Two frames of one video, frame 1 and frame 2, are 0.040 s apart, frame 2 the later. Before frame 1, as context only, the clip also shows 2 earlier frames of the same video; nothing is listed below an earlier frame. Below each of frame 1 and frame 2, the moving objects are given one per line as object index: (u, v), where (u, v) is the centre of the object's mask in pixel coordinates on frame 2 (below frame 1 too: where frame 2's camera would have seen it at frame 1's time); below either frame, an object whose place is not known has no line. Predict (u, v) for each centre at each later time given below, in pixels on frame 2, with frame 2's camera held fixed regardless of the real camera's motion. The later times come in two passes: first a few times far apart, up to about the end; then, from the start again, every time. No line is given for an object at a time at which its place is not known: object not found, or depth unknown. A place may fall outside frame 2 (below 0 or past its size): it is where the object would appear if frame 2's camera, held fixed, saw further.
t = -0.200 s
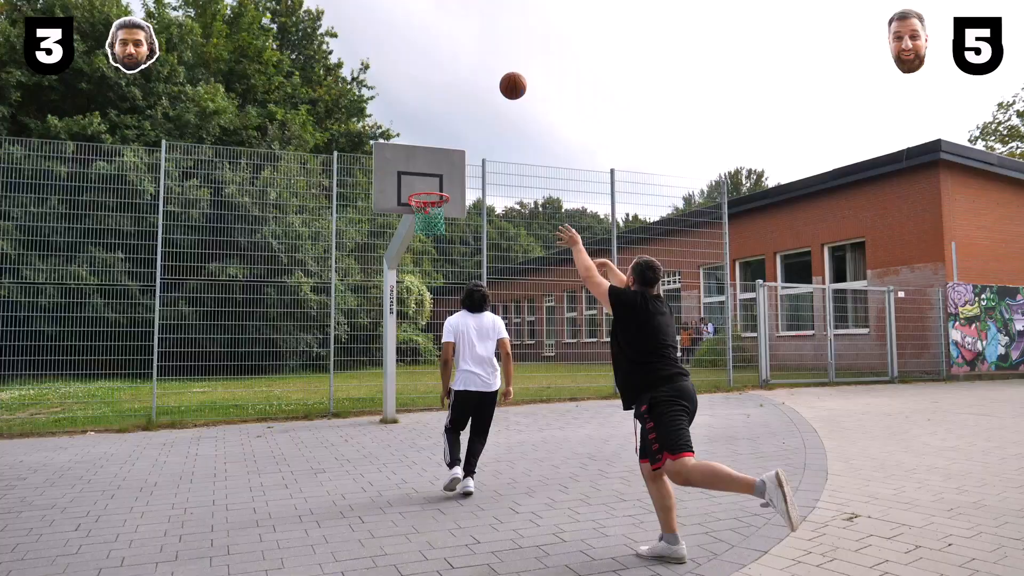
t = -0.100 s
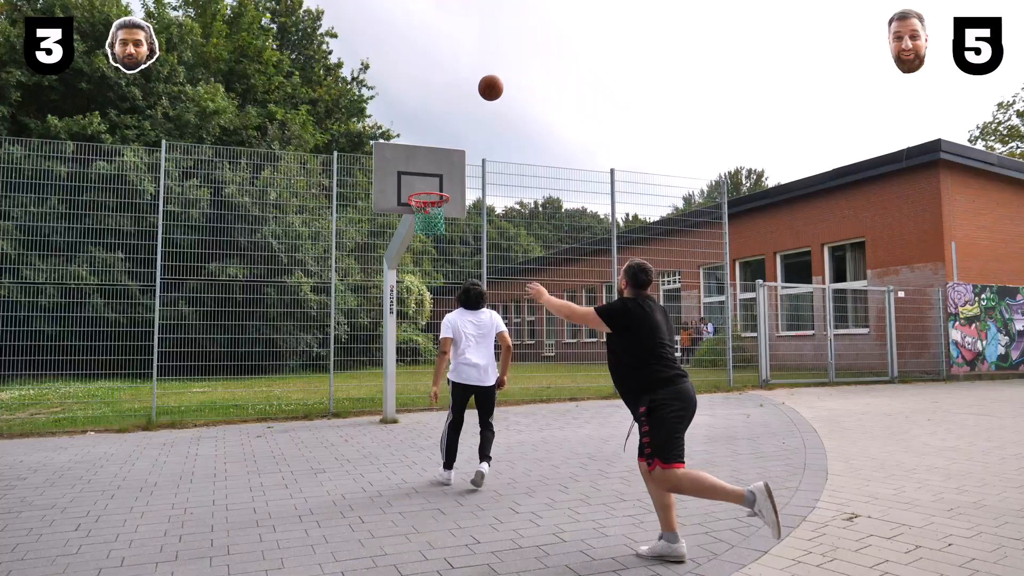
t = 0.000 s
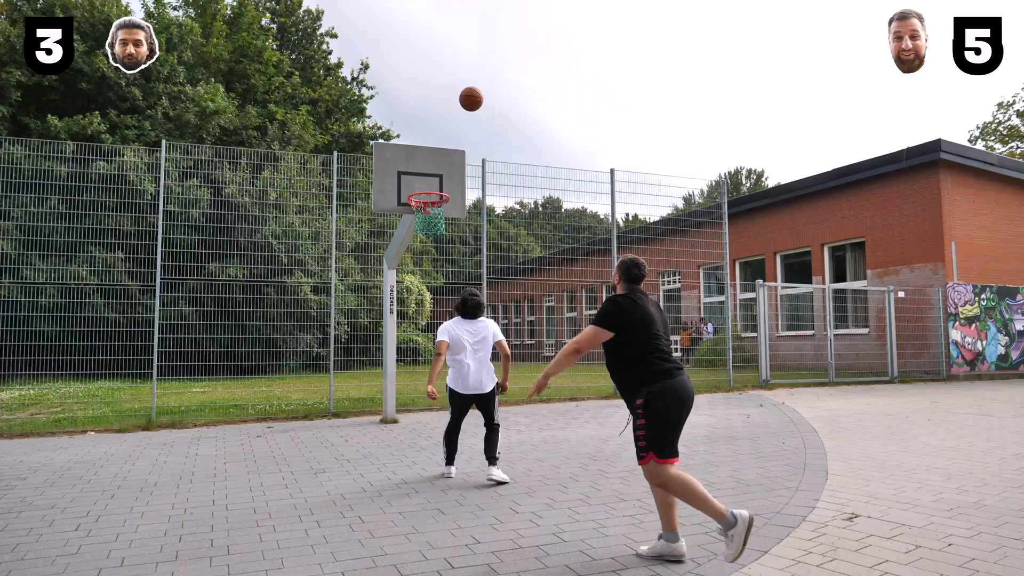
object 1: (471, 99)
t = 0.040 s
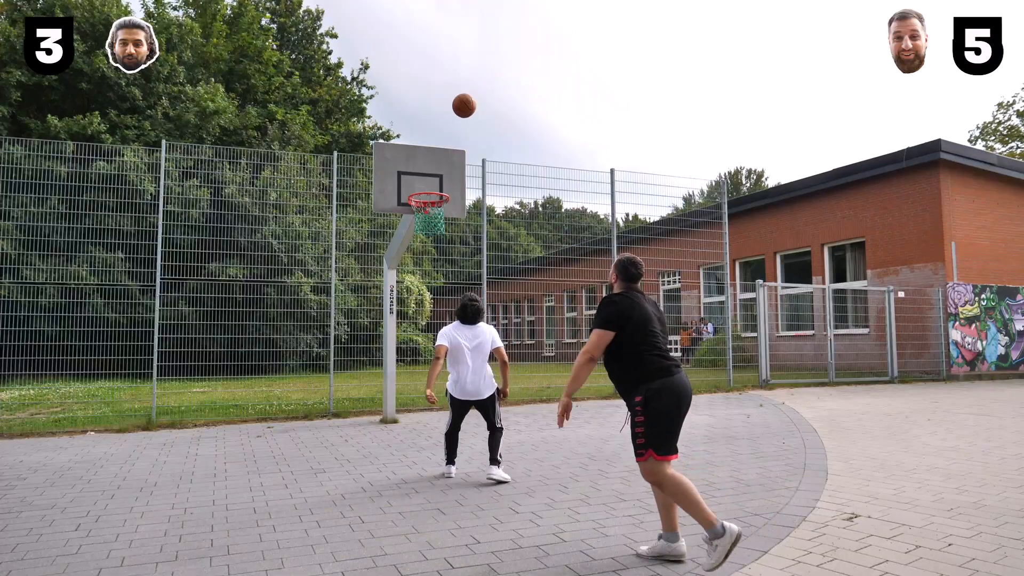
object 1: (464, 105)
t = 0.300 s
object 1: (424, 173)
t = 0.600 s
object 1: (384, 142)
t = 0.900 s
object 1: (342, 160)
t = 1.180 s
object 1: (297, 251)
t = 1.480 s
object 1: (245, 440)
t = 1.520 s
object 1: (240, 443)
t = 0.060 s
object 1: (460, 109)
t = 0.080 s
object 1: (457, 113)
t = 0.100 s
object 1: (454, 118)
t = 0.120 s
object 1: (451, 122)
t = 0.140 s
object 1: (447, 127)
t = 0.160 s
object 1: (444, 132)
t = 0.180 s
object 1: (441, 137)
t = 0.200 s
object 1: (438, 143)
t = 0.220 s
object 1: (435, 148)
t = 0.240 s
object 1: (432, 154)
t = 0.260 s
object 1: (430, 160)
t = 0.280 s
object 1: (427, 166)
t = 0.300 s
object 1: (424, 173)
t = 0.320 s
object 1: (422, 180)
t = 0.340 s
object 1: (419, 184)
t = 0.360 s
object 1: (416, 179)
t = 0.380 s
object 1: (414, 174)
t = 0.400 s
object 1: (411, 169)
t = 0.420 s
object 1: (409, 165)
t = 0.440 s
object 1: (406, 162)
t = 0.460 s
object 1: (403, 158)
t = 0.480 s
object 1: (401, 155)
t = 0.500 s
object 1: (398, 152)
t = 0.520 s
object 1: (395, 149)
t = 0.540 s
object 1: (392, 147)
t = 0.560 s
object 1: (390, 145)
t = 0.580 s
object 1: (387, 143)
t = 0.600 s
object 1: (384, 142)
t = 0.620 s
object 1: (382, 140)
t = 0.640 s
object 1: (379, 140)
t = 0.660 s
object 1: (376, 139)
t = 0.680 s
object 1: (373, 139)
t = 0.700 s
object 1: (370, 139)
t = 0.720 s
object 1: (368, 140)
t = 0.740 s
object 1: (365, 141)
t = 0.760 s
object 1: (362, 142)
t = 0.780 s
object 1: (359, 143)
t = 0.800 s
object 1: (356, 145)
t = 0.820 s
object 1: (353, 148)
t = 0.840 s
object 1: (350, 150)
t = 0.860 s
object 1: (347, 153)
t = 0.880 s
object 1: (344, 157)
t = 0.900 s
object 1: (342, 160)
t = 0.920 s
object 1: (338, 164)
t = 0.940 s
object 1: (336, 169)
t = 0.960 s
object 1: (333, 174)
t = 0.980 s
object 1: (329, 179)
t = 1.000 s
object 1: (326, 184)
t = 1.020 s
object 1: (323, 190)
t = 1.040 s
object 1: (320, 197)
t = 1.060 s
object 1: (317, 203)
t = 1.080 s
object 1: (314, 211)
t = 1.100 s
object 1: (310, 218)
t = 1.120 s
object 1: (308, 226)
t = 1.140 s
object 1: (304, 234)
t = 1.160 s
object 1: (301, 242)
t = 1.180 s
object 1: (297, 251)
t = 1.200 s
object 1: (294, 261)
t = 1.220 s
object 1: (291, 271)
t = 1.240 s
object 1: (287, 281)
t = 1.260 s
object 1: (284, 292)
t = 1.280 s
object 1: (281, 303)
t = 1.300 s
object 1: (277, 315)
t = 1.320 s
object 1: (274, 327)
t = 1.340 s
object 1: (270, 339)
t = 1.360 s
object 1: (267, 352)
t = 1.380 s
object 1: (263, 365)
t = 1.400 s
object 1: (260, 379)
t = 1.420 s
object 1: (256, 394)
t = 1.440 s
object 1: (253, 409)
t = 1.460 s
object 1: (249, 424)
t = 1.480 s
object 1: (245, 440)
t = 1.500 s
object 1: (242, 455)
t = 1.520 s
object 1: (240, 443)
